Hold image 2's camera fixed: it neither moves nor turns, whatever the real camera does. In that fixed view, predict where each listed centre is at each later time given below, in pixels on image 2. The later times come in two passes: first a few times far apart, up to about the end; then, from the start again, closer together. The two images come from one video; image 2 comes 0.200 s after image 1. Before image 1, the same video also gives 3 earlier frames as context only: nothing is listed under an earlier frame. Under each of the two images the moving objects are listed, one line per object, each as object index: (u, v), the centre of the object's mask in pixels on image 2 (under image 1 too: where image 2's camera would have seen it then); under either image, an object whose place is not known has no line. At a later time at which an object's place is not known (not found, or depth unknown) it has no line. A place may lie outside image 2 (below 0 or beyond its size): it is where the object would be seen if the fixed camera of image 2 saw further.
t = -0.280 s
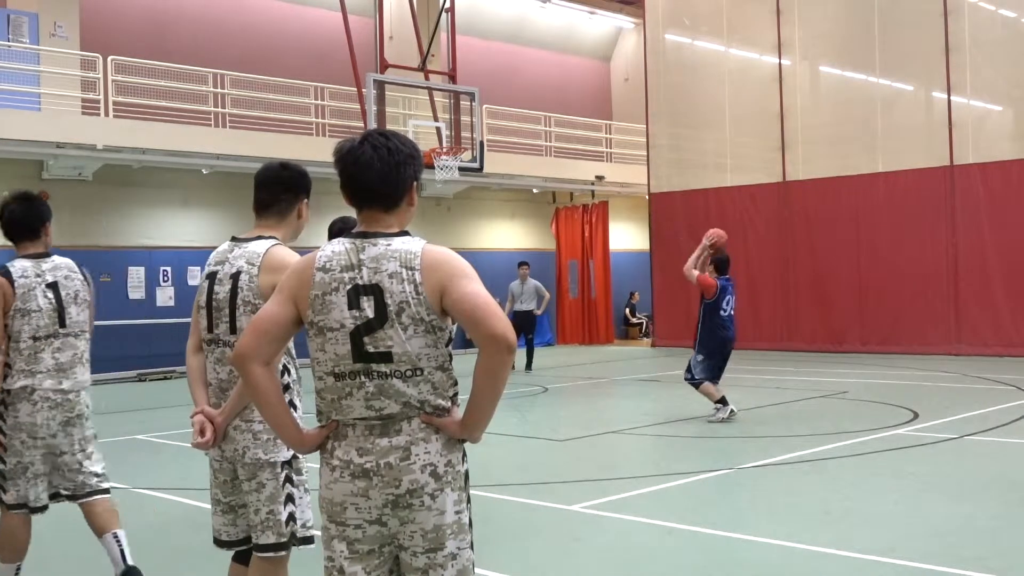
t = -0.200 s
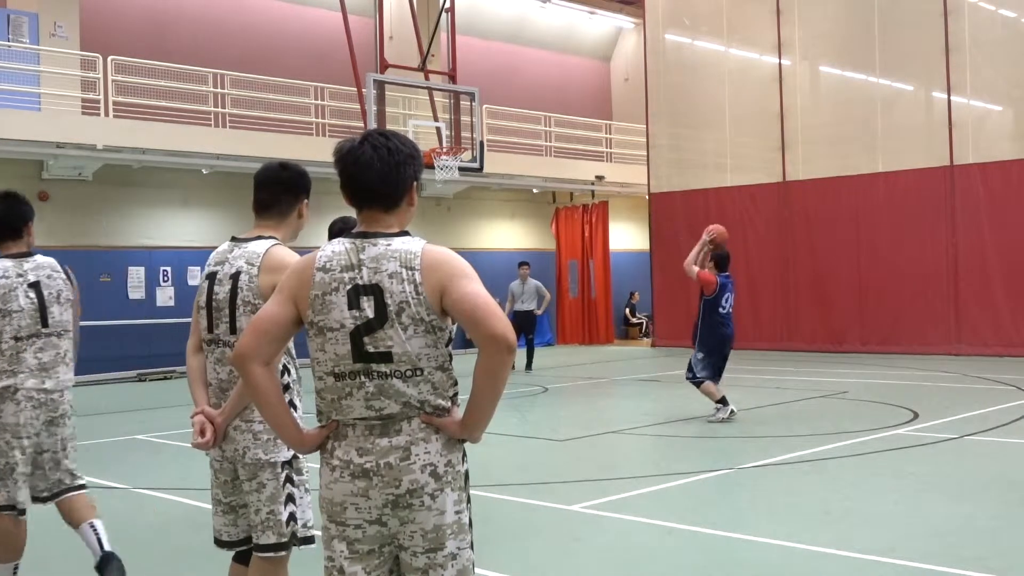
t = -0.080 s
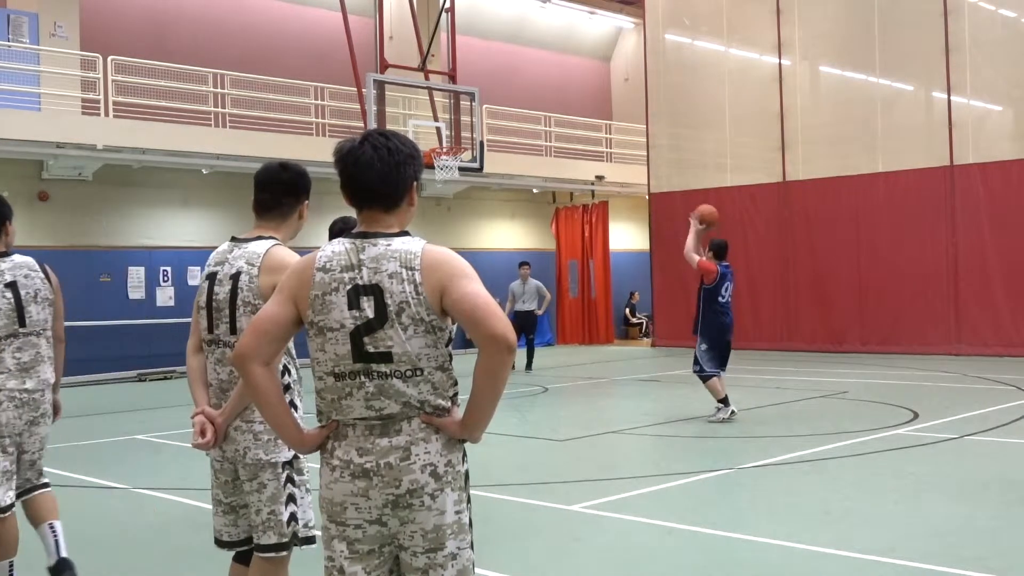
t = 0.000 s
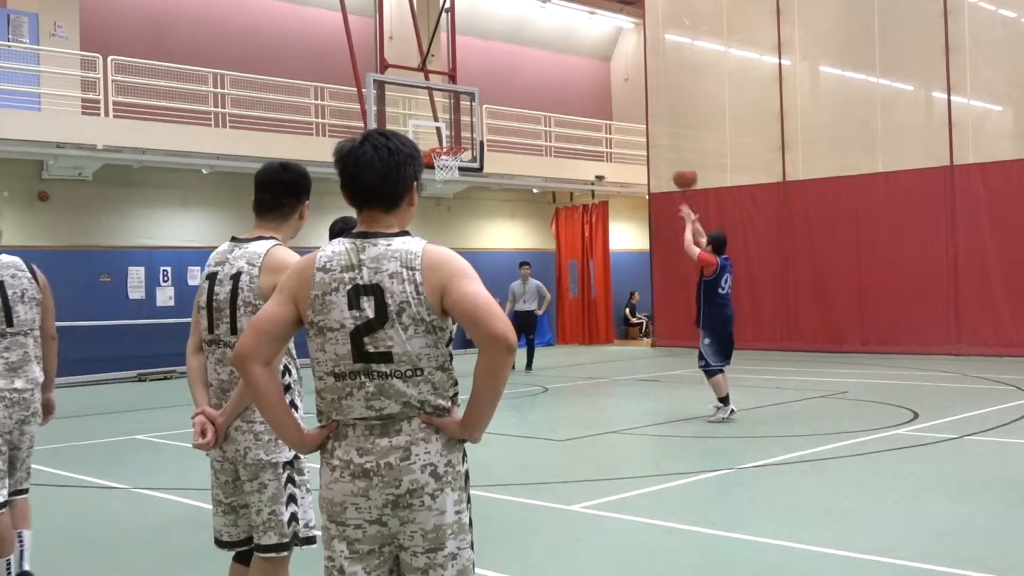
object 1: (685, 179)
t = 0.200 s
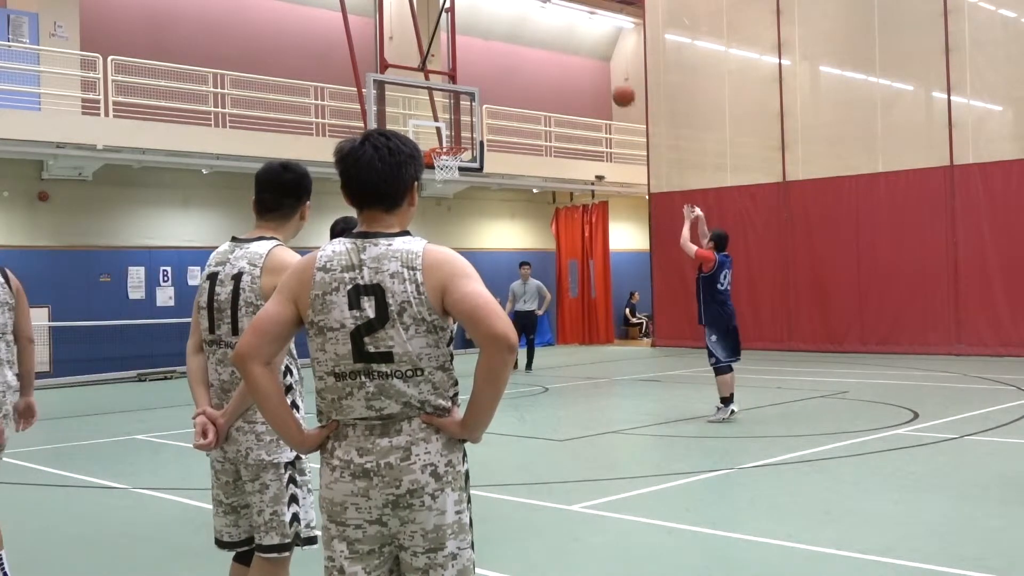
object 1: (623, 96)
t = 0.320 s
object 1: (590, 68)
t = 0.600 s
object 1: (522, 55)
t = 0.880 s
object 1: (463, 105)
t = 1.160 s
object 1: (425, 120)
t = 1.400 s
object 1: (399, 126)
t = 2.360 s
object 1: (285, 263)
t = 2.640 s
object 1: (249, 220)
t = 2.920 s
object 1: (212, 248)
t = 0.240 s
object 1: (613, 85)
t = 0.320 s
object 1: (590, 68)
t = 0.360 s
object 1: (580, 61)
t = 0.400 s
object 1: (570, 57)
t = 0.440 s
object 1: (559, 53)
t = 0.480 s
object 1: (550, 52)
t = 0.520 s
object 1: (540, 51)
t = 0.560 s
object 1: (531, 52)
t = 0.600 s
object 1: (522, 55)
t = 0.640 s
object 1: (513, 59)
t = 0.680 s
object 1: (504, 63)
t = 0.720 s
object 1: (496, 69)
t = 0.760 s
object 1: (488, 77)
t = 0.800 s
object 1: (480, 86)
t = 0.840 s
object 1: (472, 95)
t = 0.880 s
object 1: (463, 105)
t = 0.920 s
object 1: (456, 117)
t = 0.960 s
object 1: (450, 130)
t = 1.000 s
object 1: (443, 138)
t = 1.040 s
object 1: (438, 131)
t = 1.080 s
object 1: (434, 127)
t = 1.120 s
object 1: (429, 121)
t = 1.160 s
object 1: (425, 120)
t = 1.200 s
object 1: (421, 118)
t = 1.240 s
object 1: (416, 118)
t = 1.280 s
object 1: (412, 119)
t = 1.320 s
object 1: (407, 121)
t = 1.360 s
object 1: (403, 124)
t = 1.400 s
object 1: (399, 126)
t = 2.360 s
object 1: (285, 263)
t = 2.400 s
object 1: (281, 256)
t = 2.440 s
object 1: (276, 247)
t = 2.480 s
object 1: (270, 238)
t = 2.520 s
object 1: (265, 231)
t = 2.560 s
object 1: (260, 226)
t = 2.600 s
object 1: (254, 223)
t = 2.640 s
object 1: (249, 220)
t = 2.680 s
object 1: (244, 219)
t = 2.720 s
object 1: (239, 220)
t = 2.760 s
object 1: (233, 222)
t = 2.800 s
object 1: (228, 226)
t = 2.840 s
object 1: (223, 233)
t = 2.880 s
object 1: (217, 238)
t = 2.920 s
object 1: (212, 248)
